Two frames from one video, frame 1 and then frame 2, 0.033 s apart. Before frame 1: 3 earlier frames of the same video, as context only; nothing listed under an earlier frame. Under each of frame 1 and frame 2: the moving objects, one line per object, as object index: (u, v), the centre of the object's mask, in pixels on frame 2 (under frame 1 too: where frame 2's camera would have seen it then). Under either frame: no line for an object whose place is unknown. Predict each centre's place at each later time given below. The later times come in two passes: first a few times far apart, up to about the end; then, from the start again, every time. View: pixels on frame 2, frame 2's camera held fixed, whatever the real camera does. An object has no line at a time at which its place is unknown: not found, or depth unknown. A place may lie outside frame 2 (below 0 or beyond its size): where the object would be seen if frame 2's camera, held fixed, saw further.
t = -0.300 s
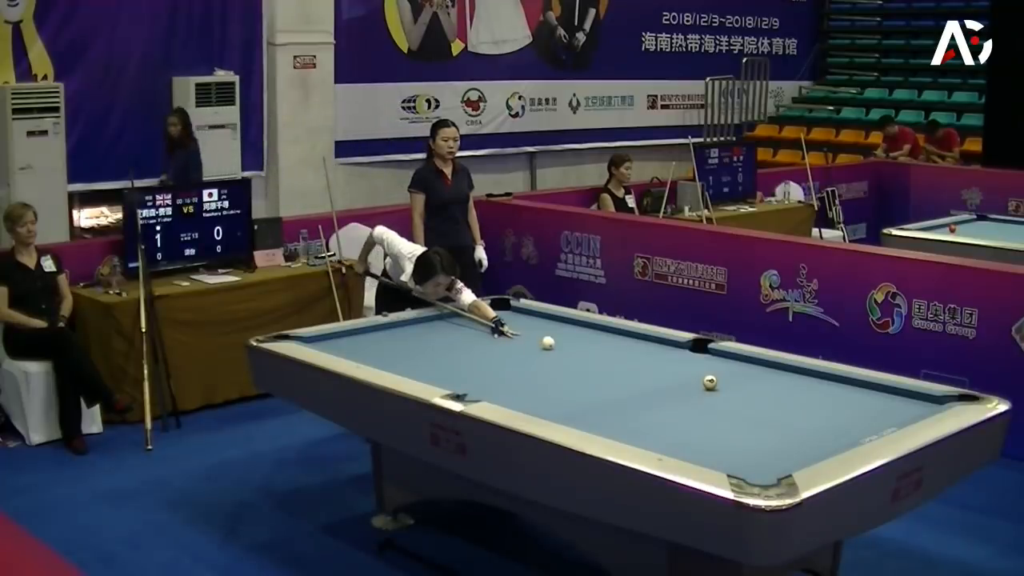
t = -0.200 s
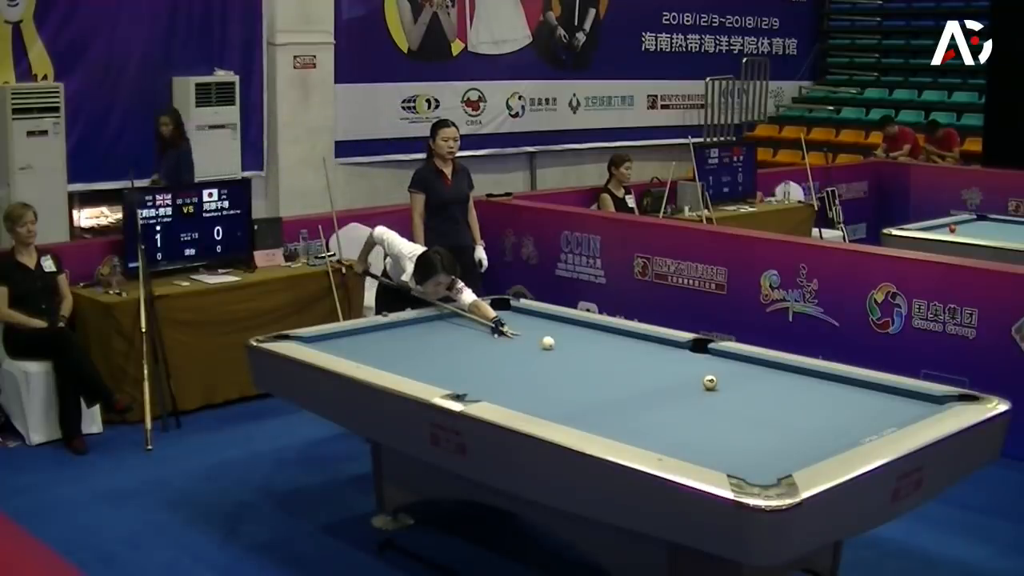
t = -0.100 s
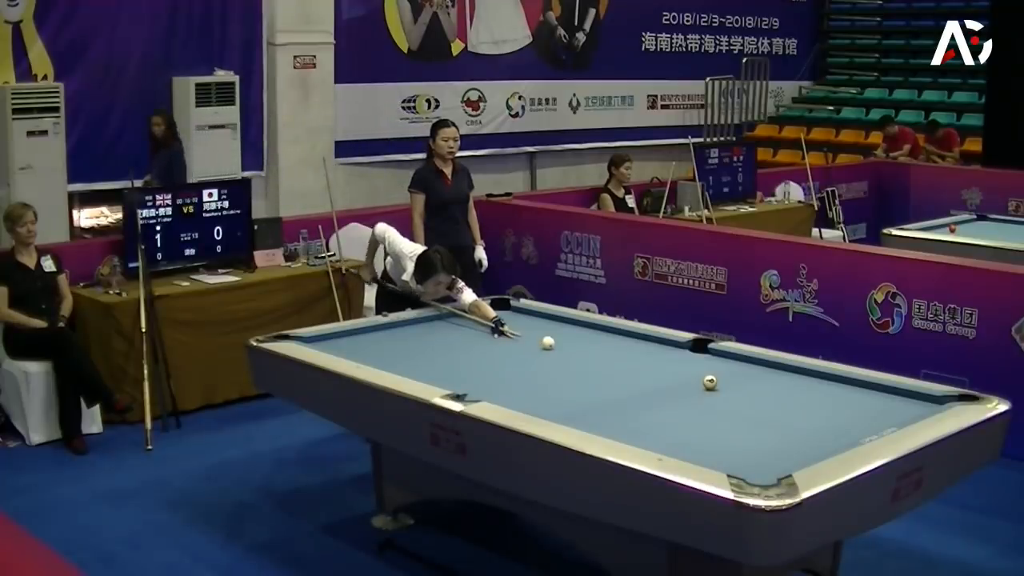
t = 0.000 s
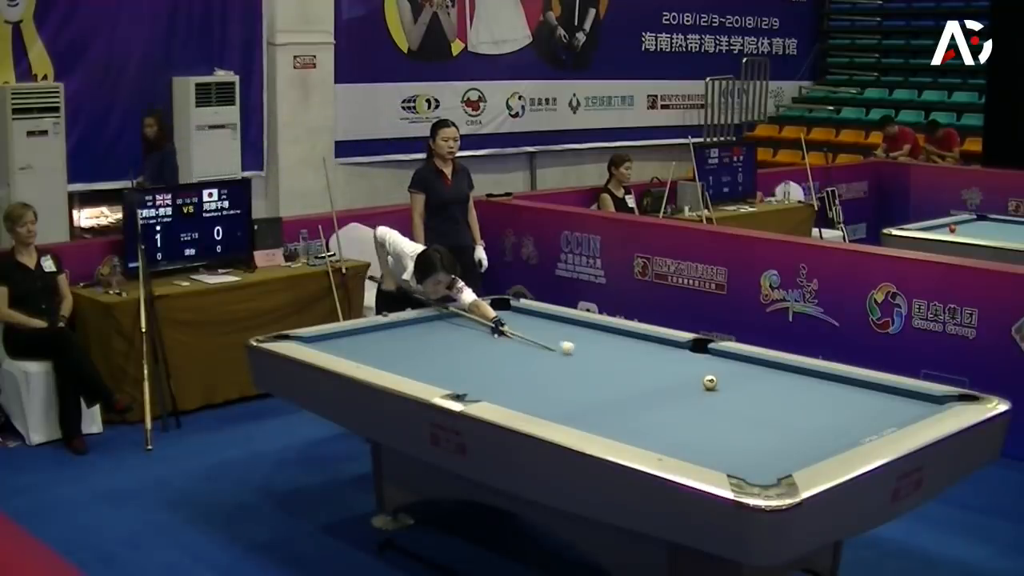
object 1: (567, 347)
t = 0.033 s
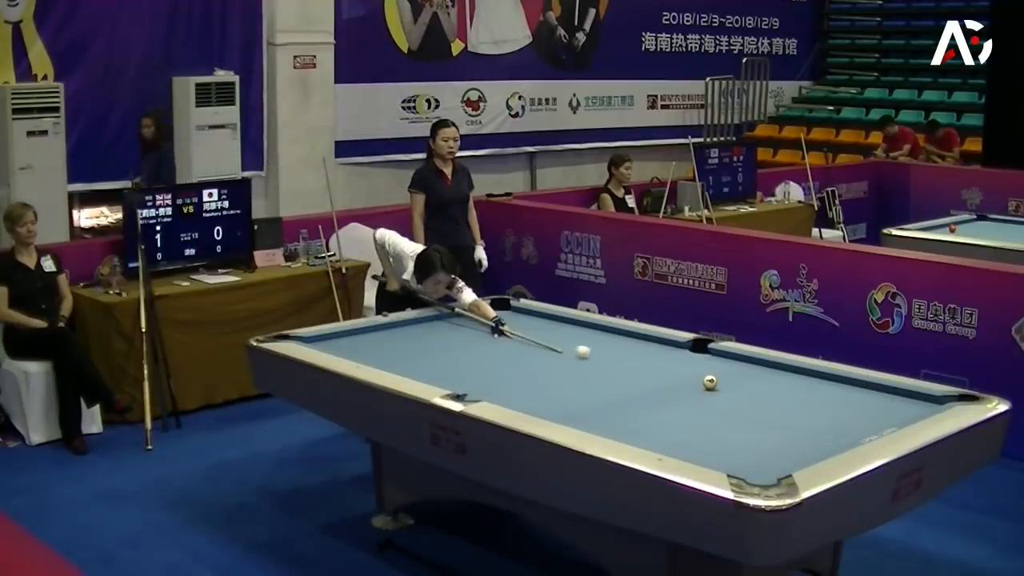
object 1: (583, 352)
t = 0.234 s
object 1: (675, 376)
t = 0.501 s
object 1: (690, 396)
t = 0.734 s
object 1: (680, 408)
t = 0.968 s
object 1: (671, 420)
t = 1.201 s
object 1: (662, 433)
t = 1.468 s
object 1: (652, 443)
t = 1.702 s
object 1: (671, 444)
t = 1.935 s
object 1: (688, 443)
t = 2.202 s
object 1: (707, 441)
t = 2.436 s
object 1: (721, 439)
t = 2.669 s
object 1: (734, 437)
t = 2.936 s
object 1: (747, 435)
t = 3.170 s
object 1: (758, 434)
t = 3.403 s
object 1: (767, 432)
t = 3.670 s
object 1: (776, 431)
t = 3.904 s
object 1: (783, 430)
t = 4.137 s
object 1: (788, 429)
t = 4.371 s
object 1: (793, 429)
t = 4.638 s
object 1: (798, 429)
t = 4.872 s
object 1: (800, 428)
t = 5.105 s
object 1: (801, 428)
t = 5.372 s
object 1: (801, 428)
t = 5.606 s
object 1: (801, 428)
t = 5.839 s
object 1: (801, 428)
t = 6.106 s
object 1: (801, 428)
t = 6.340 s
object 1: (801, 428)
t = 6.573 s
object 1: (801, 428)
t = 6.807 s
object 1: (801, 428)
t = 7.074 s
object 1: (801, 428)
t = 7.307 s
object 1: (801, 428)
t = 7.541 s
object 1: (801, 428)
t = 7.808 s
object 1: (801, 428)
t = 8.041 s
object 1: (801, 428)
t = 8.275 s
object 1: (801, 428)
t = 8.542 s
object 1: (801, 428)
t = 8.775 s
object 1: (801, 428)
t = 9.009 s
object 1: (801, 428)
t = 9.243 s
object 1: (801, 428)
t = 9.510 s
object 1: (801, 428)
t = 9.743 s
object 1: (801, 428)
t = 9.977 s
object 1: (801, 428)
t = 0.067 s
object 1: (598, 356)
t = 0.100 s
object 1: (614, 360)
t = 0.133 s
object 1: (630, 365)
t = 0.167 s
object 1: (644, 368)
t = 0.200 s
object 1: (660, 372)
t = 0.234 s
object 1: (675, 376)
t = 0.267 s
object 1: (689, 380)
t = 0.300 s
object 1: (695, 384)
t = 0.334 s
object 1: (694, 386)
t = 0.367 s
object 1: (694, 388)
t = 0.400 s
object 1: (693, 390)
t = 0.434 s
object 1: (692, 392)
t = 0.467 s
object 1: (690, 394)
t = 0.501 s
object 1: (690, 396)
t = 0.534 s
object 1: (688, 397)
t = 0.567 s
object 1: (687, 399)
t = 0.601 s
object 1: (685, 401)
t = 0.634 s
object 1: (684, 402)
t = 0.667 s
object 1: (683, 404)
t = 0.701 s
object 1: (682, 406)
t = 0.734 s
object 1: (680, 408)
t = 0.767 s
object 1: (679, 409)
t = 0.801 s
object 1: (678, 411)
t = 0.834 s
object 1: (676, 413)
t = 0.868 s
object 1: (676, 415)
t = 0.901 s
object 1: (674, 416)
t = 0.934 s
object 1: (672, 418)
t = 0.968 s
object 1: (671, 420)
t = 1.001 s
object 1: (670, 422)
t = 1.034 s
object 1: (668, 424)
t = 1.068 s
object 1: (667, 426)
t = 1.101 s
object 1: (666, 428)
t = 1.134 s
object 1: (665, 429)
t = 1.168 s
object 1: (663, 431)
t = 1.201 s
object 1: (662, 433)
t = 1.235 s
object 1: (660, 435)
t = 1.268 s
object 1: (659, 437)
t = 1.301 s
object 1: (658, 439)
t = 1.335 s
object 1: (657, 440)
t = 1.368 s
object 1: (656, 441)
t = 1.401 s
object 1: (654, 441)
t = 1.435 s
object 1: (653, 442)
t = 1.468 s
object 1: (652, 443)
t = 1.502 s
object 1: (655, 443)
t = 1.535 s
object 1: (658, 443)
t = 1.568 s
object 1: (661, 442)
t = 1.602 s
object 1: (663, 442)
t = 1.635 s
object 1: (666, 443)
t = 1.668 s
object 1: (669, 444)
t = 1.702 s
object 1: (671, 444)
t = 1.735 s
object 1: (674, 444)
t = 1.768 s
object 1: (676, 444)
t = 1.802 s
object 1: (678, 443)
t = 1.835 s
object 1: (681, 443)
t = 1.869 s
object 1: (683, 443)
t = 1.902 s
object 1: (686, 443)
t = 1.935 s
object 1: (688, 443)
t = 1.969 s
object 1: (690, 442)
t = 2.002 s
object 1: (693, 442)
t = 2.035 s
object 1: (695, 442)
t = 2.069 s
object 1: (697, 442)
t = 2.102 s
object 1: (700, 441)
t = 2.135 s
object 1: (702, 441)
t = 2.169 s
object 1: (704, 441)
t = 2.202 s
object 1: (707, 441)
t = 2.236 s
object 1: (709, 440)
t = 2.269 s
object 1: (711, 440)
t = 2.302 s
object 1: (713, 440)
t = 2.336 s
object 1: (715, 439)
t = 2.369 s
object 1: (716, 439)
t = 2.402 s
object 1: (718, 439)
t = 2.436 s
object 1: (721, 439)
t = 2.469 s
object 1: (722, 439)
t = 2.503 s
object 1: (724, 438)
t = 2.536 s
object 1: (726, 438)
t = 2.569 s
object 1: (728, 437)
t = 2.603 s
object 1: (730, 437)
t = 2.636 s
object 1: (732, 437)
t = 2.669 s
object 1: (734, 437)
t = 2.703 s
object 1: (736, 436)
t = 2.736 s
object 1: (737, 436)
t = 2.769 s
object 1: (739, 436)
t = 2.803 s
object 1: (741, 436)
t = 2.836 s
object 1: (742, 436)
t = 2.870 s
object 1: (744, 436)
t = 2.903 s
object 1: (745, 435)
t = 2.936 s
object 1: (747, 435)
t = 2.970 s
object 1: (749, 435)
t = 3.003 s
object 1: (750, 435)
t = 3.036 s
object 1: (752, 435)
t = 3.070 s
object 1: (753, 434)
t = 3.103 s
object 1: (755, 434)
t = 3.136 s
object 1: (756, 434)
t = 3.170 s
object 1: (758, 434)
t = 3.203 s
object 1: (759, 434)
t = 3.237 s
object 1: (761, 434)
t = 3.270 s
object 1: (762, 433)
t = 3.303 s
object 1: (763, 433)
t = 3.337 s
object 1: (764, 433)
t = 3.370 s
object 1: (765, 433)
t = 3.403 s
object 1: (767, 432)
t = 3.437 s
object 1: (768, 432)
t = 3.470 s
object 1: (769, 432)
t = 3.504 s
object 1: (770, 432)
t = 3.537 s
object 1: (771, 432)
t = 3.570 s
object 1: (772, 432)
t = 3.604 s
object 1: (774, 431)
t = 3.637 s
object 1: (775, 431)
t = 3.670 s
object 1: (776, 431)
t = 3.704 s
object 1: (777, 431)
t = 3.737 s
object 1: (778, 431)
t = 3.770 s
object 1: (779, 431)
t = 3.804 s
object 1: (780, 431)
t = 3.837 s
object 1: (781, 431)
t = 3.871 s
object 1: (782, 430)
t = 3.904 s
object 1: (783, 430)
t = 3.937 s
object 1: (783, 430)
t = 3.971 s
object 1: (785, 430)
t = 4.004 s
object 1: (785, 430)
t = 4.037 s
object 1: (786, 429)
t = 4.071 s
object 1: (787, 430)
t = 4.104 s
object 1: (788, 429)
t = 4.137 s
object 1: (788, 429)
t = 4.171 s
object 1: (790, 429)
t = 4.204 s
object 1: (790, 429)
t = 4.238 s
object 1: (791, 429)
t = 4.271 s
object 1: (792, 429)
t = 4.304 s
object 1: (792, 429)
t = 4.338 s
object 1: (793, 429)
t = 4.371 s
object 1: (793, 429)
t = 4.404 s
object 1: (794, 429)
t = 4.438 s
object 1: (795, 429)
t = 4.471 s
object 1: (795, 429)
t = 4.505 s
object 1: (796, 429)
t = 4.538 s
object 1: (796, 429)
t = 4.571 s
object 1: (797, 428)
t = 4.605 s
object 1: (797, 429)
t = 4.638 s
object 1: (798, 429)
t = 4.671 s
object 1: (798, 428)
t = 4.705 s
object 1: (799, 428)
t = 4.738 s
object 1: (799, 428)
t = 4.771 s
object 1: (799, 428)
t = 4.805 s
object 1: (799, 428)
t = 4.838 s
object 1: (799, 428)
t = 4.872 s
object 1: (800, 428)
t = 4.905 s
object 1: (800, 428)
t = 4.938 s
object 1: (800, 428)
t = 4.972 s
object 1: (800, 428)
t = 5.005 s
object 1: (800, 428)
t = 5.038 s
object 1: (800, 428)
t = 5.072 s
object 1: (801, 428)
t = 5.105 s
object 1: (801, 428)
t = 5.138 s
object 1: (801, 428)
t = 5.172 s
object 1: (801, 428)
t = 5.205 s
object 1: (801, 428)
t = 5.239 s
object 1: (801, 428)
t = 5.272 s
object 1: (801, 428)
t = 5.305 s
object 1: (801, 428)
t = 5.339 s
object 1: (801, 428)
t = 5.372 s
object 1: (801, 428)
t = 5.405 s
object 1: (801, 428)
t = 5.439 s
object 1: (801, 428)
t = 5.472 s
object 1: (801, 428)
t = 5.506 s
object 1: (801, 428)
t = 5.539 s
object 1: (801, 428)
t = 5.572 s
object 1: (801, 428)
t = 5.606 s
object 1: (801, 428)
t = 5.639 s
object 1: (801, 428)
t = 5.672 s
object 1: (801, 428)
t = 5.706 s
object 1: (801, 428)
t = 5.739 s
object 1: (801, 428)
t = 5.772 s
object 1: (801, 428)
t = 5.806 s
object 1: (801, 428)
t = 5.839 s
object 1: (801, 428)
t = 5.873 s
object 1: (801, 428)
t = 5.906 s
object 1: (801, 428)
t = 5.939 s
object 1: (801, 428)
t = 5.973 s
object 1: (801, 428)
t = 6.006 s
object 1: (801, 428)
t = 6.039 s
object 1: (801, 428)
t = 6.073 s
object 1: (801, 428)
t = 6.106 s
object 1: (801, 428)
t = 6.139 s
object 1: (801, 428)
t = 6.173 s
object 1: (801, 428)
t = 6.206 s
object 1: (801, 428)
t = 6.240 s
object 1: (801, 428)
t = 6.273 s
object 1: (801, 428)
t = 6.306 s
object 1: (801, 428)
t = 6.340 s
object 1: (801, 428)
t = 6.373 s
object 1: (801, 428)
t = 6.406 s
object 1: (801, 428)
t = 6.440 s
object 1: (801, 428)
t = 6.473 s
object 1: (801, 428)
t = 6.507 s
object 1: (801, 428)
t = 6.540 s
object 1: (801, 428)
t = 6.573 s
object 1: (801, 428)
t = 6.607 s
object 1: (801, 428)
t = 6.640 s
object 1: (801, 428)
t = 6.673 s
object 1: (801, 428)
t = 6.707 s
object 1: (801, 428)
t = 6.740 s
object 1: (801, 428)
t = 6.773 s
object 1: (801, 428)
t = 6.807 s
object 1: (801, 428)
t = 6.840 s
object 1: (801, 428)
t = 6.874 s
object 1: (801, 428)
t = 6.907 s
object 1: (801, 428)
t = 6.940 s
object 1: (801, 428)
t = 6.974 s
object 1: (801, 428)
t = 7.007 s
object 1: (801, 428)
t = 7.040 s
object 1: (801, 428)
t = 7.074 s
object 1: (801, 428)
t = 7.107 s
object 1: (801, 428)
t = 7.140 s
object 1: (801, 428)
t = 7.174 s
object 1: (801, 428)
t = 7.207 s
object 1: (801, 428)
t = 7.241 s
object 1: (801, 428)
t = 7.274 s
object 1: (801, 428)
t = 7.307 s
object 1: (801, 428)
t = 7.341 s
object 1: (801, 428)
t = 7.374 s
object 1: (801, 428)
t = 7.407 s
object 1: (801, 428)
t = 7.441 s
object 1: (801, 428)
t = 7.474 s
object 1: (801, 428)
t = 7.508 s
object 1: (801, 428)
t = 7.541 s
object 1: (801, 428)
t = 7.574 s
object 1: (801, 428)
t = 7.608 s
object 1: (801, 428)
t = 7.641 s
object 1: (801, 428)
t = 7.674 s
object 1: (801, 428)
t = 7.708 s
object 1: (801, 428)
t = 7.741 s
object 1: (801, 428)
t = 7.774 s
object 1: (801, 428)
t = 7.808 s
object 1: (801, 428)
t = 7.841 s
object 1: (801, 428)
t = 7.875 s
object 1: (801, 428)
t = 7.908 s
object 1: (801, 428)
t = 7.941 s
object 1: (801, 428)
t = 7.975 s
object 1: (801, 428)
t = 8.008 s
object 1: (801, 428)
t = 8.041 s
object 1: (801, 428)
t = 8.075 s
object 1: (801, 428)
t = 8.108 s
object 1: (801, 428)
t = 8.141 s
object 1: (801, 428)
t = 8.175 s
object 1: (801, 428)
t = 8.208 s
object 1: (801, 428)
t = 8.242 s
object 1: (801, 428)
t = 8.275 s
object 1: (801, 428)
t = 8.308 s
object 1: (801, 428)
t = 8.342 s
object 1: (801, 428)
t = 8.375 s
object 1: (801, 428)
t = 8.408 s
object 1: (801, 428)
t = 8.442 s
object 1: (801, 428)
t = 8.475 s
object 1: (801, 428)
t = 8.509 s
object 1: (801, 428)
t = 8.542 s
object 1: (801, 428)
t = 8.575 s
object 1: (801, 428)
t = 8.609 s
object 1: (801, 428)
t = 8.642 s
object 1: (801, 428)
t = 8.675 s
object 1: (801, 428)
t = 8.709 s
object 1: (801, 428)
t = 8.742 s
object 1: (801, 428)
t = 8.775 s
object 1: (801, 428)
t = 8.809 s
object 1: (801, 428)
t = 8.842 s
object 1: (801, 428)
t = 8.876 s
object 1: (800, 428)
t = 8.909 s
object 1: (801, 428)
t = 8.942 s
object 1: (801, 428)
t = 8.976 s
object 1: (801, 428)
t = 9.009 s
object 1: (801, 428)
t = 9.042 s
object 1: (801, 428)
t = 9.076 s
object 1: (801, 428)
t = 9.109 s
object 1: (800, 428)
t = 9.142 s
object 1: (800, 428)
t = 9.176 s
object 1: (801, 428)
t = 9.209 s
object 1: (801, 428)
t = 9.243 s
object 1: (801, 428)
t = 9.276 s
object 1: (801, 428)
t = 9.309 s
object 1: (801, 428)
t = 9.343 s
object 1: (801, 428)
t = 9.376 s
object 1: (801, 428)
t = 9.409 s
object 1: (801, 428)
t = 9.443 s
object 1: (801, 428)
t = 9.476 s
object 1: (800, 428)
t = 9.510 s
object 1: (801, 428)
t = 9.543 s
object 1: (801, 428)
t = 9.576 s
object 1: (801, 428)
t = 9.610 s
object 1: (801, 428)
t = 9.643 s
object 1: (800, 428)
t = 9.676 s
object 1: (800, 428)
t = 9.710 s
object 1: (800, 428)
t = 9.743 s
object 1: (801, 428)
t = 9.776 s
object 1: (801, 428)
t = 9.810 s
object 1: (801, 428)
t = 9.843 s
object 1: (801, 428)
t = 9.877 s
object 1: (801, 428)
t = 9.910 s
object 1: (801, 428)
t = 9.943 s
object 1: (801, 428)
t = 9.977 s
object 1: (801, 428)
